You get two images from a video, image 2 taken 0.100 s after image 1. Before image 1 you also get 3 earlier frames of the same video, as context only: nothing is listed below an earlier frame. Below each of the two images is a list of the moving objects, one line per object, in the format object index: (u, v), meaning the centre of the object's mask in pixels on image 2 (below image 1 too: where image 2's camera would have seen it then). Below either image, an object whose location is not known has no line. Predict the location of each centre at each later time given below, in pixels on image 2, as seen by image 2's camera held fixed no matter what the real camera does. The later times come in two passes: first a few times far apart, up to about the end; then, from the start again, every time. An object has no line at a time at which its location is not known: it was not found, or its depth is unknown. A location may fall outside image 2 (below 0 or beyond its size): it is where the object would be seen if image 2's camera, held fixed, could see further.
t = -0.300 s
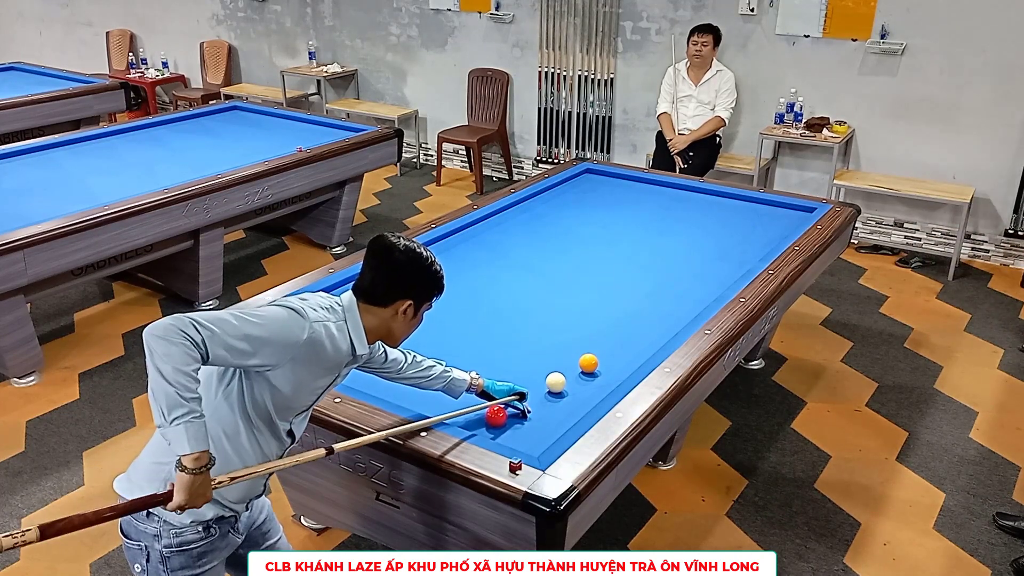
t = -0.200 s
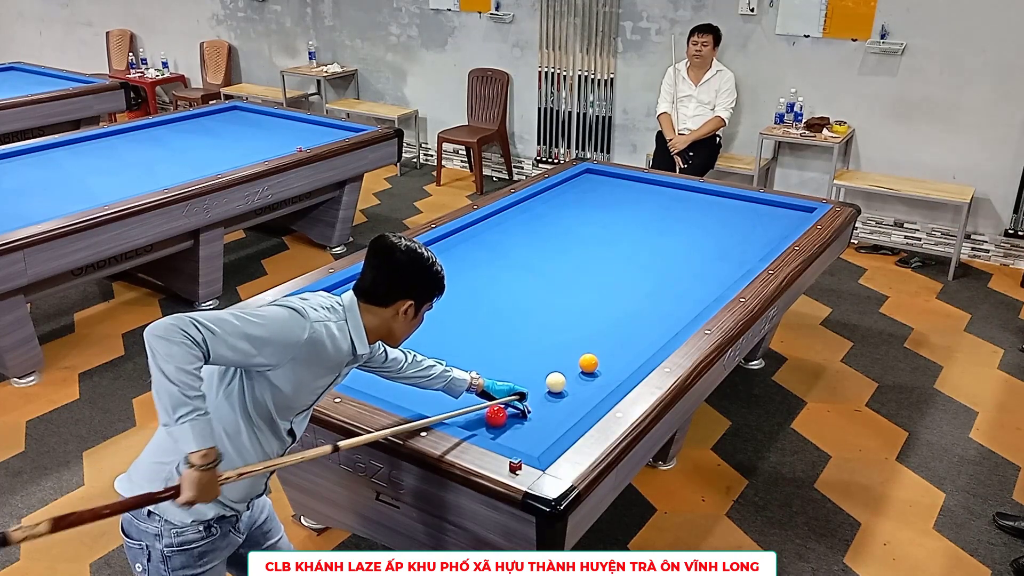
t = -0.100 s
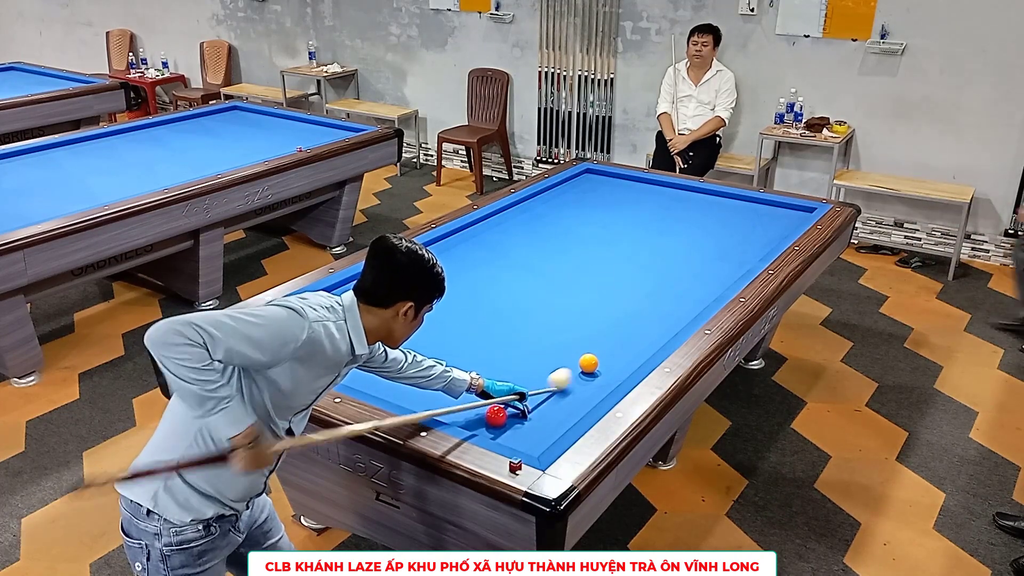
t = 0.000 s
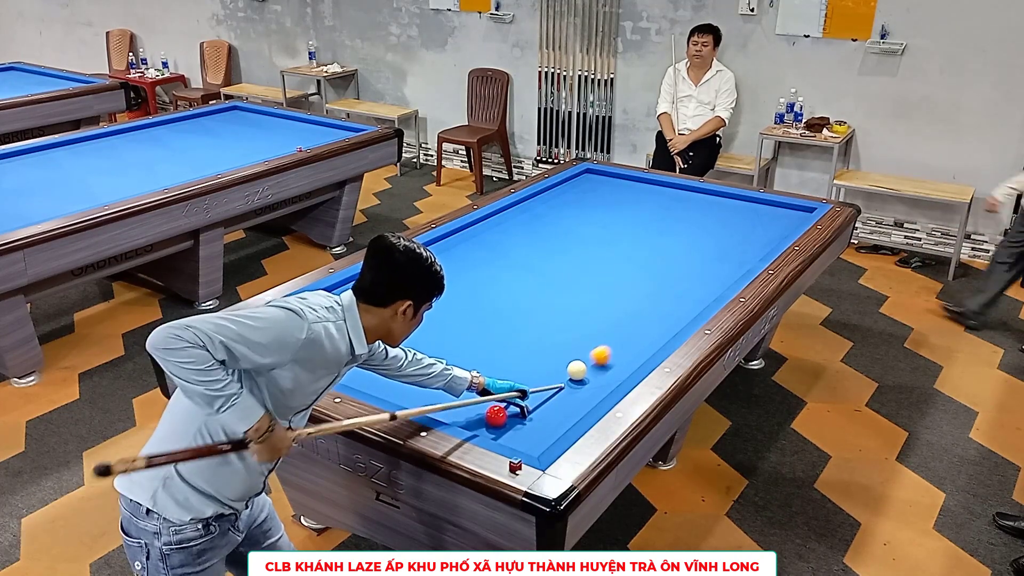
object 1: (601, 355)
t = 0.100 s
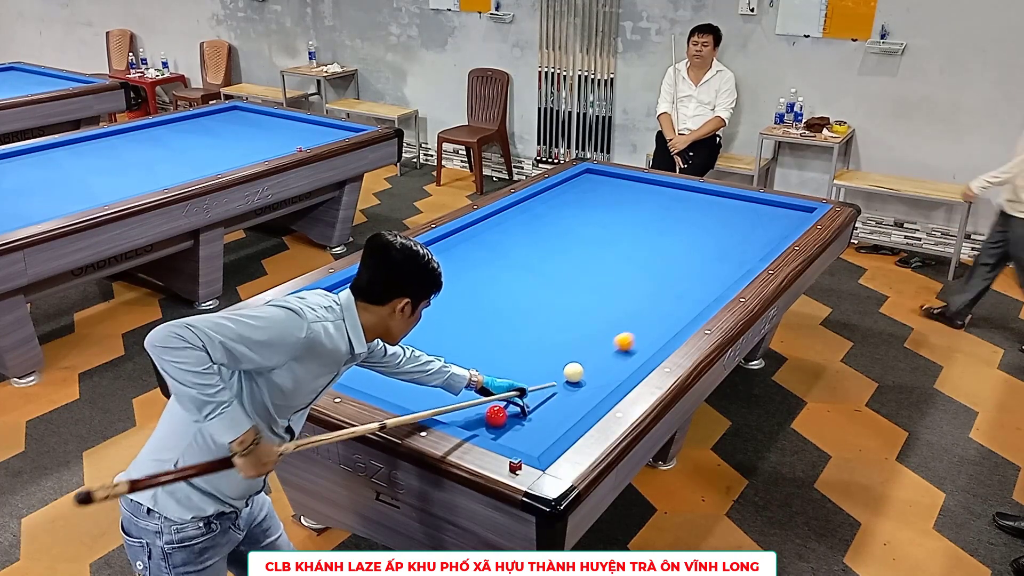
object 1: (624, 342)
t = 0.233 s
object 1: (649, 327)
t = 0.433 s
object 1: (683, 307)
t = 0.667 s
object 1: (717, 286)
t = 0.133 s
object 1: (631, 337)
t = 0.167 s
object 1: (637, 334)
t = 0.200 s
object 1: (643, 330)
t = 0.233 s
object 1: (649, 327)
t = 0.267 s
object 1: (655, 323)
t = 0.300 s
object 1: (661, 320)
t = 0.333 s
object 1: (666, 316)
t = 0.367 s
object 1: (672, 313)
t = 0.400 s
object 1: (677, 310)
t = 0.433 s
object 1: (683, 307)
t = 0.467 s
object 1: (688, 304)
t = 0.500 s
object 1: (693, 301)
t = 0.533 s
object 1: (698, 297)
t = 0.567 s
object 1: (703, 294)
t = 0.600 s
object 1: (708, 292)
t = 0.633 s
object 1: (712, 289)
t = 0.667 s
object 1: (717, 286)
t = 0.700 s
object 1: (722, 283)
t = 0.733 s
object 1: (726, 280)
